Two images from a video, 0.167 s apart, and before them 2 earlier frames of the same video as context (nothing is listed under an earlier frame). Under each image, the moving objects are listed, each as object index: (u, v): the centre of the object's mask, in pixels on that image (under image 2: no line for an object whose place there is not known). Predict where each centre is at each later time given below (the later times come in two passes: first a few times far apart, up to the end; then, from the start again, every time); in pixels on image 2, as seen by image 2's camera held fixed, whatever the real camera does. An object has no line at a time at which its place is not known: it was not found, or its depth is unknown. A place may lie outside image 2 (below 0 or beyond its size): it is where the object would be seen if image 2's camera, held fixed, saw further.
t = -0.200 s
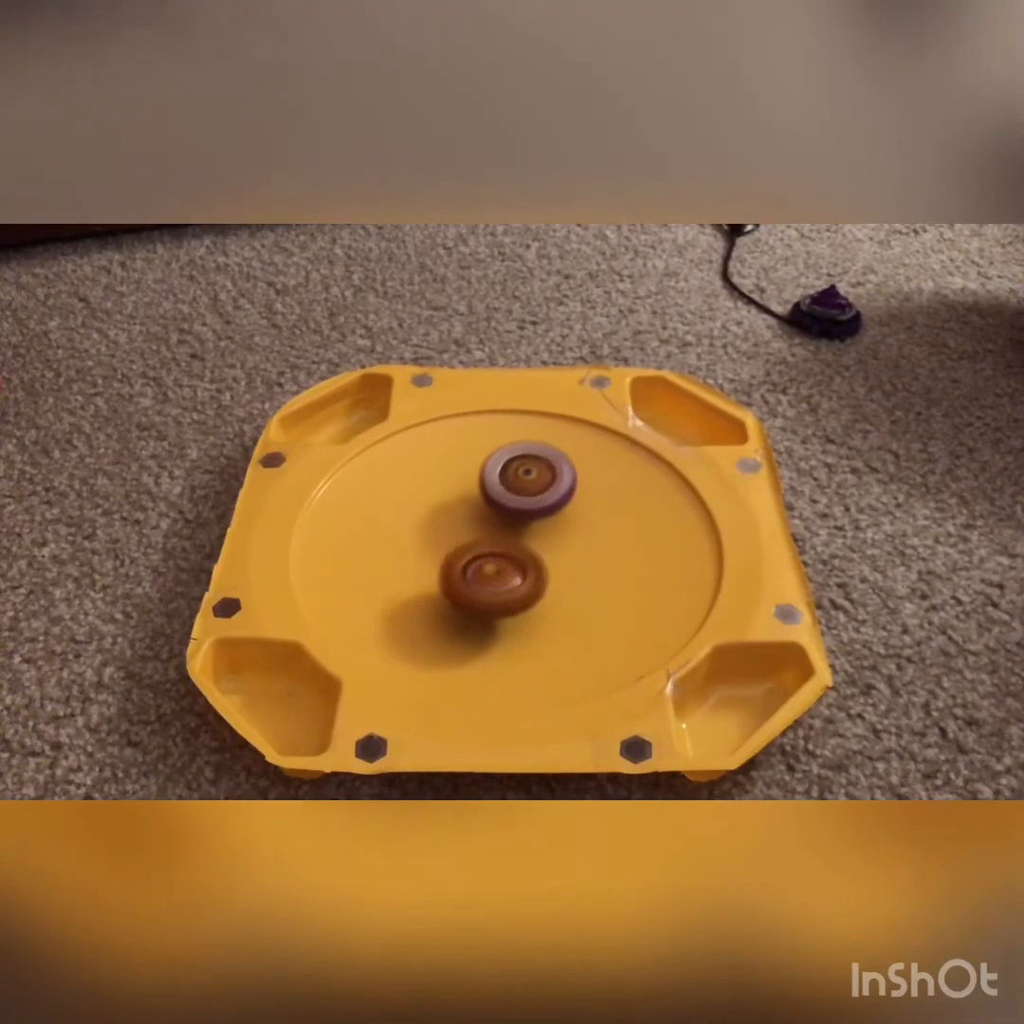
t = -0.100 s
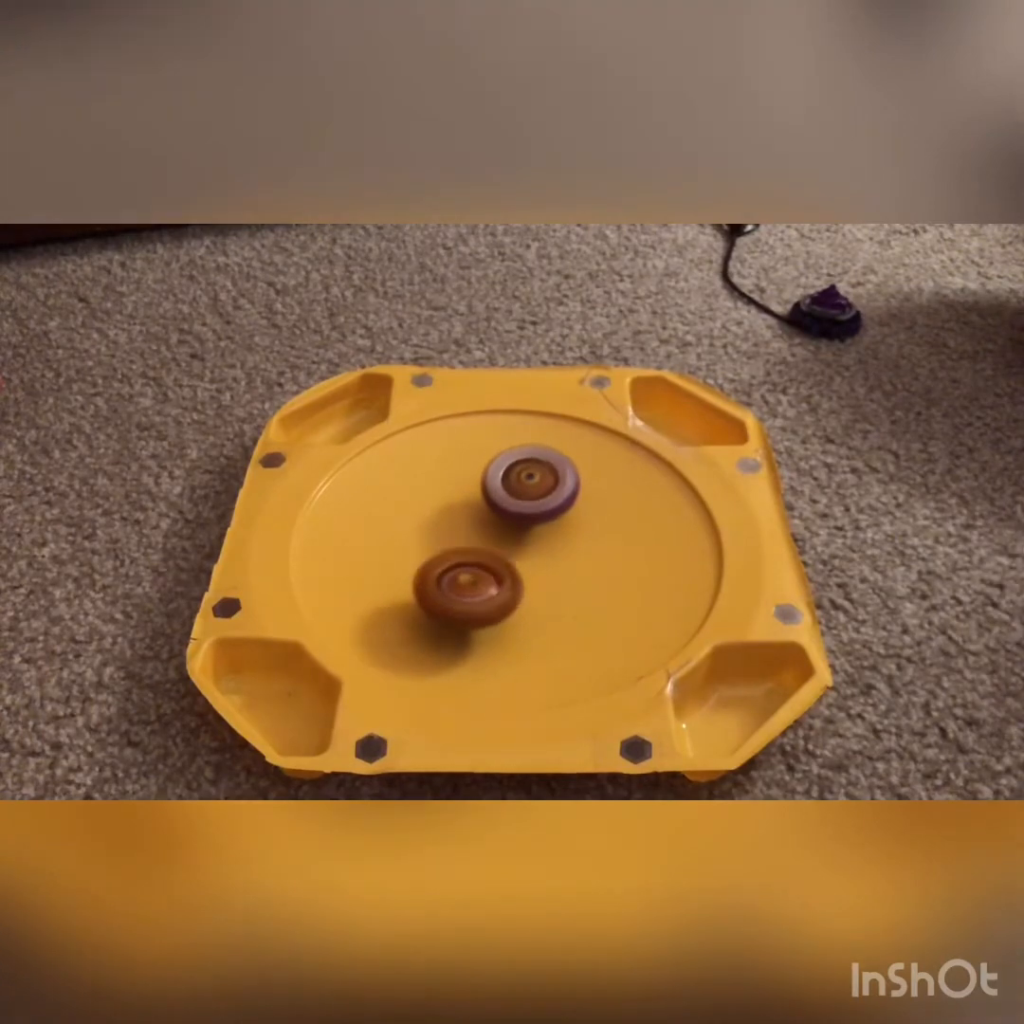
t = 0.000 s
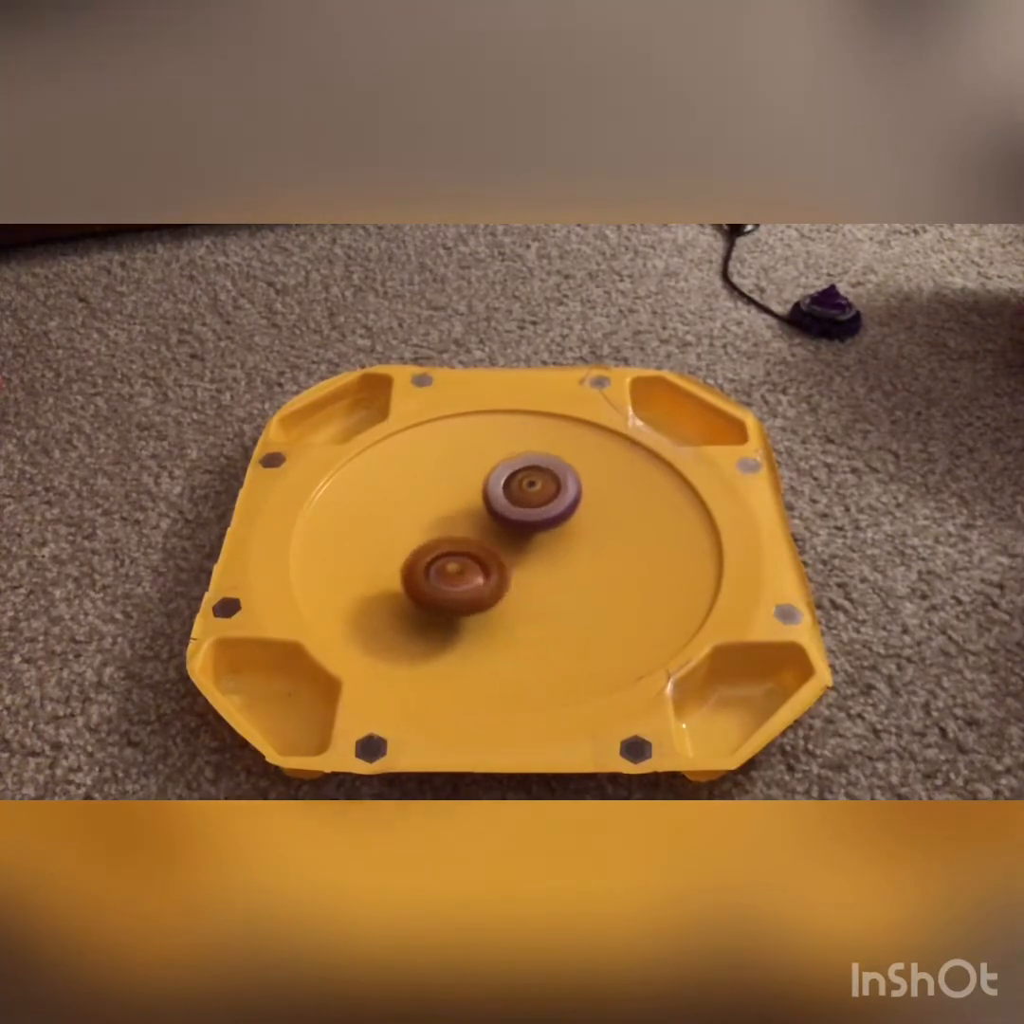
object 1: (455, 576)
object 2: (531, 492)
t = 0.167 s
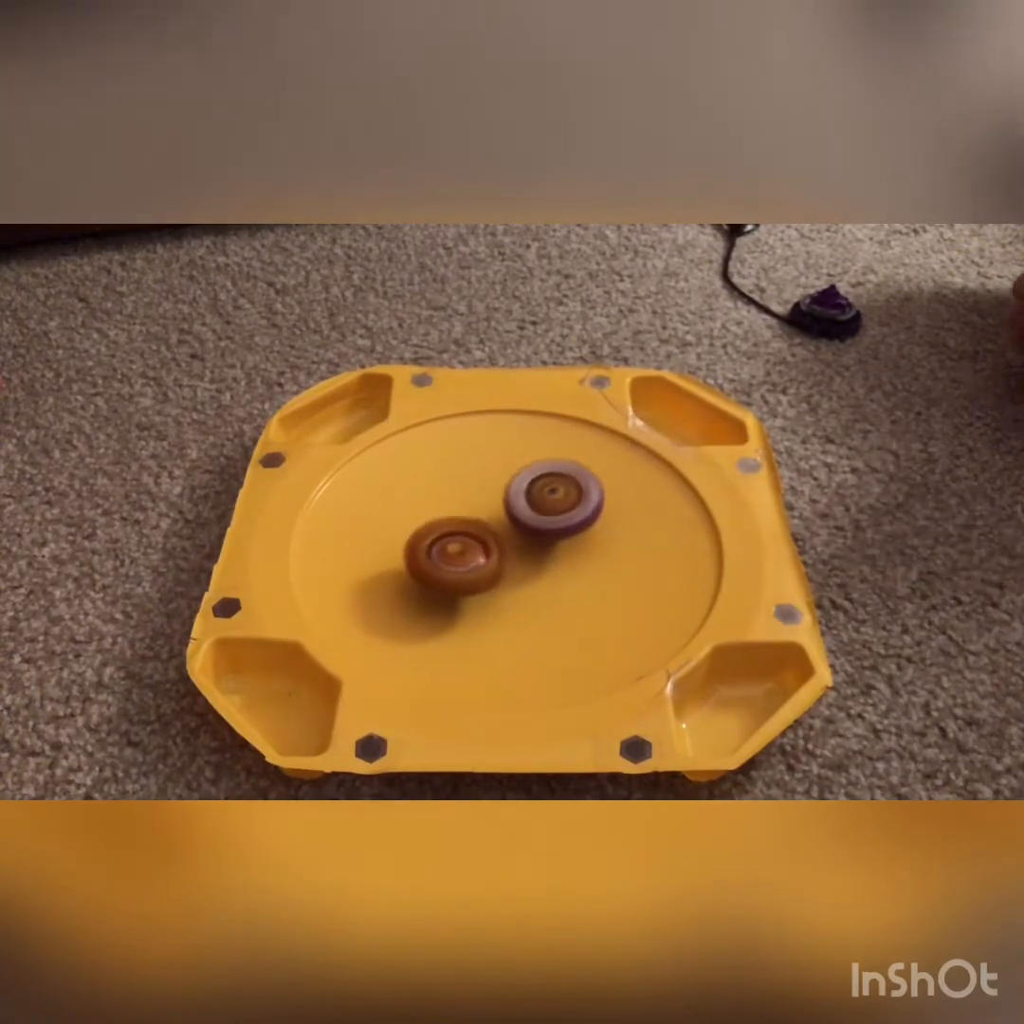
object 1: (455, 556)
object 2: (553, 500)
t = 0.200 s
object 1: (453, 554)
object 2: (558, 500)
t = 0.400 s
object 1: (462, 541)
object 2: (577, 511)
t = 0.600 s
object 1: (444, 533)
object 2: (597, 516)
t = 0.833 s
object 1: (465, 531)
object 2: (601, 533)
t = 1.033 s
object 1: (331, 496)
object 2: (760, 525)
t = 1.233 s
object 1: (350, 458)
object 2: (794, 551)
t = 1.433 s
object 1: (392, 512)
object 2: (812, 604)
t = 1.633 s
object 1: (418, 580)
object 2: (957, 719)
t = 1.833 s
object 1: (441, 634)
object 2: (1005, 745)
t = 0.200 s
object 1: (453, 554)
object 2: (558, 500)
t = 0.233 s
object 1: (452, 552)
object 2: (561, 502)
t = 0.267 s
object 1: (453, 549)
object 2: (562, 504)
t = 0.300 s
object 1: (457, 546)
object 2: (564, 507)
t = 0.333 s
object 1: (462, 543)
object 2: (565, 510)
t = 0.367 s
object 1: (467, 541)
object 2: (566, 511)
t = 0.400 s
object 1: (462, 541)
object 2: (577, 511)
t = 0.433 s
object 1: (455, 541)
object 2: (586, 511)
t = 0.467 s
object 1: (450, 541)
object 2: (591, 512)
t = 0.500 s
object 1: (446, 539)
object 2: (595, 512)
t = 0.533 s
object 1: (444, 537)
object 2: (596, 513)
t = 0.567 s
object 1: (443, 535)
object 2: (597, 514)
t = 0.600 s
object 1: (444, 533)
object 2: (597, 516)
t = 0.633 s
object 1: (447, 531)
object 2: (597, 518)
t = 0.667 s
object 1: (451, 530)
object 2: (596, 519)
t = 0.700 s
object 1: (456, 528)
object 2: (594, 522)
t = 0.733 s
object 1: (462, 528)
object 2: (593, 524)
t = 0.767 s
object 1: (469, 529)
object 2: (590, 527)
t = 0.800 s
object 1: (476, 531)
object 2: (587, 530)
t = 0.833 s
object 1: (465, 531)
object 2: (601, 533)
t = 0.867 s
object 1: (421, 529)
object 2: (654, 531)
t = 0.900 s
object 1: (394, 526)
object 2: (696, 529)
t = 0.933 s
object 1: (378, 519)
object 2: (722, 523)
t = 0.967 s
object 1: (365, 513)
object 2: (734, 522)
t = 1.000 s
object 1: (346, 505)
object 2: (746, 523)
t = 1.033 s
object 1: (331, 496)
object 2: (760, 525)
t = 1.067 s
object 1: (319, 485)
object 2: (775, 528)
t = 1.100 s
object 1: (324, 477)
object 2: (788, 533)
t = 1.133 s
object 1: (331, 470)
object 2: (799, 538)
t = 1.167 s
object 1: (335, 461)
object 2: (803, 541)
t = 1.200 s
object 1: (342, 458)
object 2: (801, 548)
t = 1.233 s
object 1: (350, 458)
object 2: (794, 551)
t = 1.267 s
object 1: (358, 464)
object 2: (789, 555)
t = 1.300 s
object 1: (366, 471)
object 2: (788, 561)
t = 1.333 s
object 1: (374, 481)
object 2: (789, 567)
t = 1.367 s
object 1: (380, 491)
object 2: (792, 578)
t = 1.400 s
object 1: (386, 502)
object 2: (800, 591)
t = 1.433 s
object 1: (392, 512)
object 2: (812, 604)
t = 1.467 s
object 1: (397, 524)
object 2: (826, 618)
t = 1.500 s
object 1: (402, 535)
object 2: (844, 633)
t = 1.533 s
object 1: (407, 547)
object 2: (870, 658)
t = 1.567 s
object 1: (411, 558)
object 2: (897, 693)
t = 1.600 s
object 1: (414, 569)
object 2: (930, 725)
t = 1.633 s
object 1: (418, 580)
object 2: (957, 719)
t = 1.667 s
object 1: (422, 590)
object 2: (975, 724)
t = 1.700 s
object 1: (426, 600)
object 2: (984, 736)
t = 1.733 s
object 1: (430, 609)
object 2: (993, 733)
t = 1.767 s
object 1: (435, 619)
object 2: (998, 737)
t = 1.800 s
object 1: (438, 627)
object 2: (1002, 740)
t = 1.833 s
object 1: (441, 634)
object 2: (1005, 745)
